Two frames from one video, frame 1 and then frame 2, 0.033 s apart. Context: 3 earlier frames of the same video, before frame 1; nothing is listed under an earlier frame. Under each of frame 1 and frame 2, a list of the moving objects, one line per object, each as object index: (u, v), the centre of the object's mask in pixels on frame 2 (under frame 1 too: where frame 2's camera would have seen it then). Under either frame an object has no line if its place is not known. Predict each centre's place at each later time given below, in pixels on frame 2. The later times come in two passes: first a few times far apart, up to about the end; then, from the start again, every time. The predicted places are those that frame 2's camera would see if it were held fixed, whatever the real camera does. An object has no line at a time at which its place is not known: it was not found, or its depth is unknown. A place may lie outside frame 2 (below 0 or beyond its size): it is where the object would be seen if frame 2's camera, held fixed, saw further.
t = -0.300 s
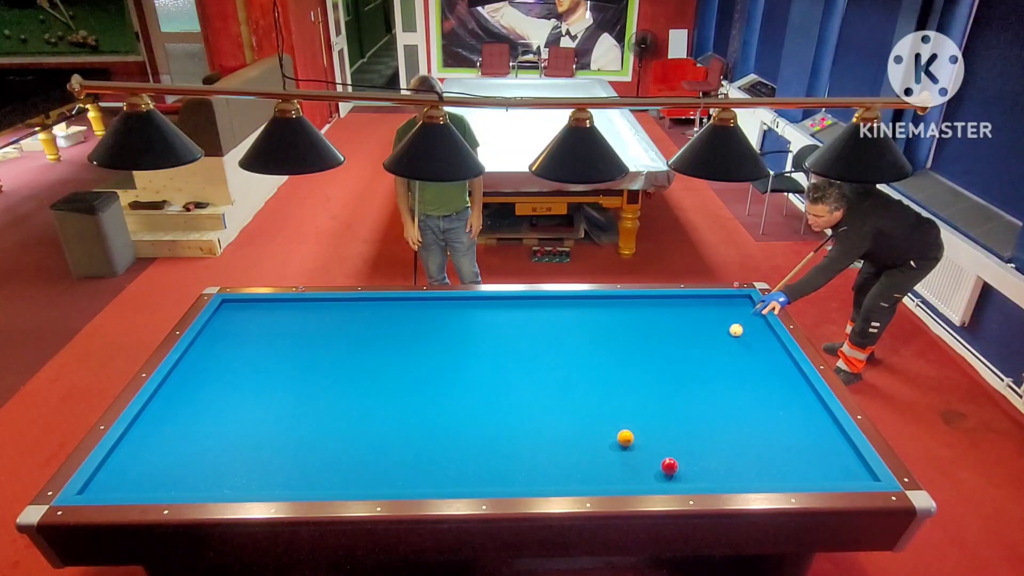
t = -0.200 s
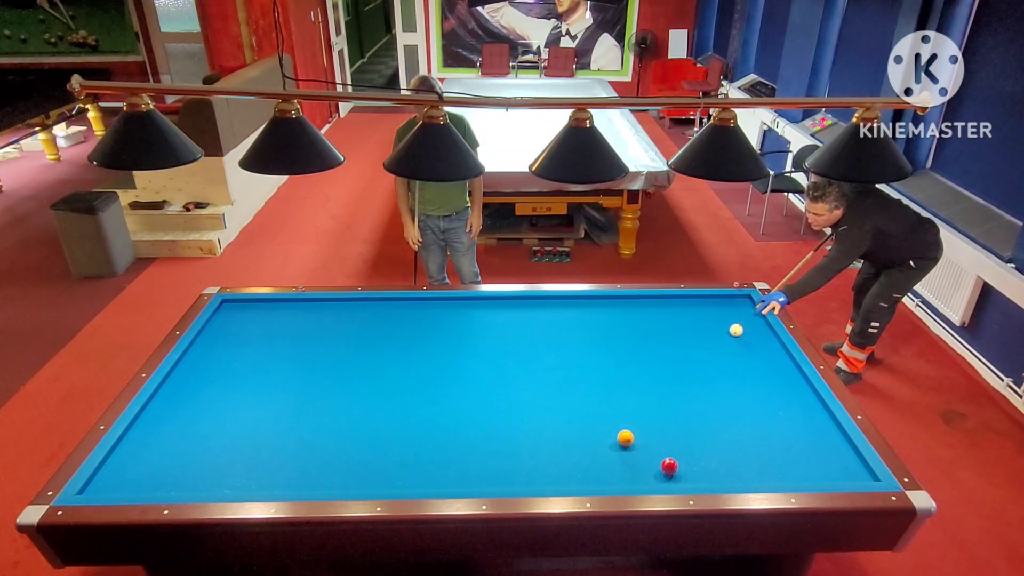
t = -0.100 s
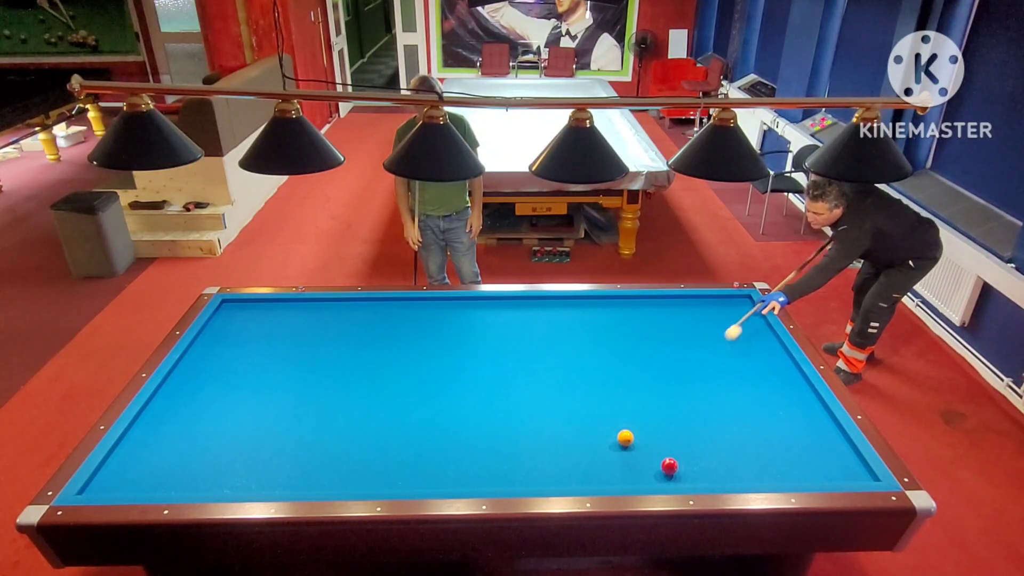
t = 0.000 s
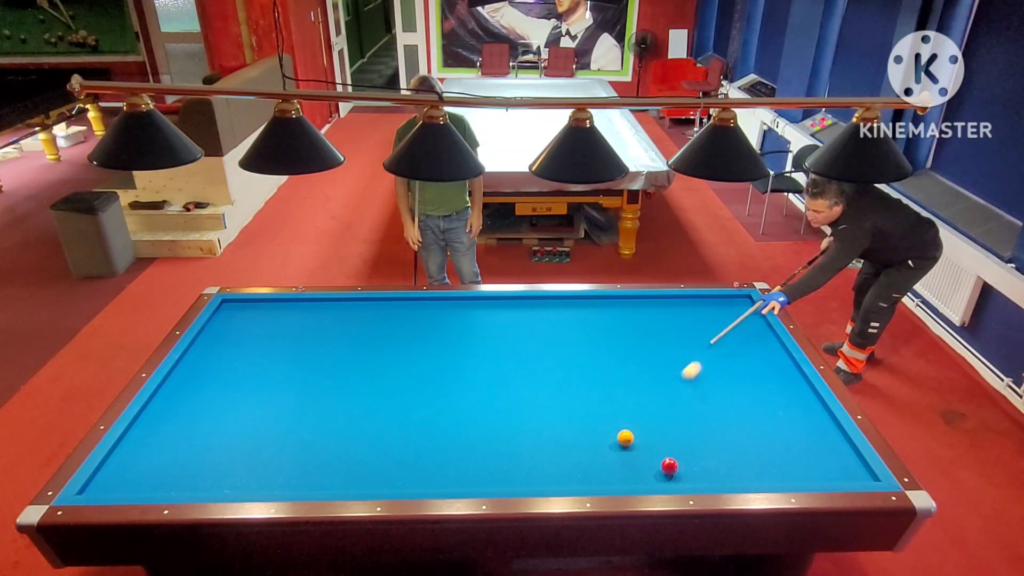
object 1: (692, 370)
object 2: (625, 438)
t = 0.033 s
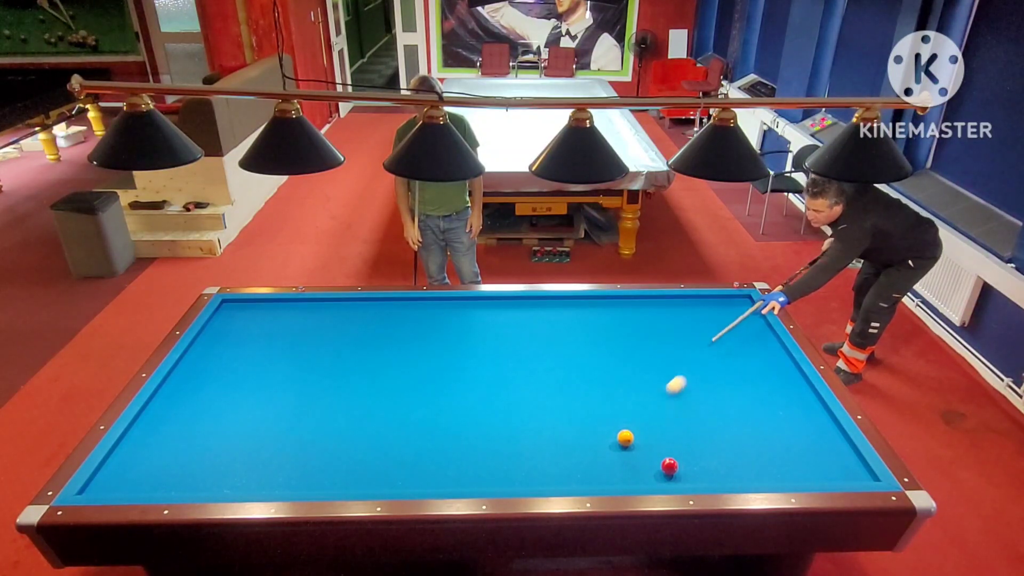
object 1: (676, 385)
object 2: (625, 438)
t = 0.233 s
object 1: (592, 423)
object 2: (599, 465)
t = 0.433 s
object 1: (528, 419)
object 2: (558, 390)
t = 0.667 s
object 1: (456, 416)
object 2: (528, 334)
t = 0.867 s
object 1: (395, 414)
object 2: (510, 300)
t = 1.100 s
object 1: (326, 412)
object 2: (508, 328)
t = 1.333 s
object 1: (257, 410)
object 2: (505, 354)
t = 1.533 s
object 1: (199, 408)
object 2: (503, 377)
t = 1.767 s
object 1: (163, 402)
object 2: (499, 408)
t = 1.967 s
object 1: (211, 386)
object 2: (495, 437)
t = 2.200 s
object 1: (250, 370)
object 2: (491, 475)
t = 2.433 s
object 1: (286, 355)
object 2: (489, 465)
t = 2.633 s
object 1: (314, 344)
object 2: (489, 447)
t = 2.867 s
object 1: (345, 331)
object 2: (488, 428)
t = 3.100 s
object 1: (373, 320)
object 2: (487, 411)
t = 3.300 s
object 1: (396, 310)
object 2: (487, 397)
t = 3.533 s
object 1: (420, 300)
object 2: (486, 383)
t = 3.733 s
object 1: (446, 304)
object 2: (486, 371)
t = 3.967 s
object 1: (475, 308)
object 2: (485, 359)
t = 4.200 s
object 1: (505, 313)
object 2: (485, 347)
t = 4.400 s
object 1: (531, 317)
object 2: (485, 338)
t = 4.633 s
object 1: (562, 322)
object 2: (484, 328)
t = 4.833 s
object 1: (588, 326)
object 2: (484, 321)
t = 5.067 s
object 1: (618, 330)
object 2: (484, 312)
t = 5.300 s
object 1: (649, 335)
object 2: (484, 304)
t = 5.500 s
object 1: (676, 339)
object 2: (483, 301)
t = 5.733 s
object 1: (706, 344)
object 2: (483, 305)
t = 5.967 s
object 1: (738, 349)
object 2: (482, 309)
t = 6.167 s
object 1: (764, 353)
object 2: (482, 312)
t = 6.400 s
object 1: (784, 359)
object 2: (481, 316)
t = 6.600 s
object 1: (778, 369)
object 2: (481, 319)
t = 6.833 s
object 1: (771, 381)
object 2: (480, 322)
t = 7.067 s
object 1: (763, 393)
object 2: (480, 325)
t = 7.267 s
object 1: (757, 404)
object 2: (480, 328)
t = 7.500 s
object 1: (749, 417)
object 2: (480, 331)
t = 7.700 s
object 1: (743, 428)
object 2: (479, 333)
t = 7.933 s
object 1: (735, 442)
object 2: (479, 335)
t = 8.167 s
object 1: (726, 456)
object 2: (479, 338)
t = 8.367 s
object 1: (719, 468)
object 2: (478, 339)
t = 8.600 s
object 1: (706, 476)
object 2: (478, 341)
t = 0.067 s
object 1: (660, 400)
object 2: (625, 438)
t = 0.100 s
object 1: (643, 416)
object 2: (625, 438)
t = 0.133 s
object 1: (626, 426)
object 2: (624, 442)
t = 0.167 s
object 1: (615, 426)
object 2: (616, 463)
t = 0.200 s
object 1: (603, 424)
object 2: (608, 478)
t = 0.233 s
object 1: (592, 423)
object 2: (599, 465)
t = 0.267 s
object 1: (581, 421)
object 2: (591, 450)
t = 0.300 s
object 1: (570, 420)
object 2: (584, 436)
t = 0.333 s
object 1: (559, 420)
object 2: (577, 423)
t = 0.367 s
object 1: (549, 419)
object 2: (570, 411)
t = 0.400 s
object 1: (539, 419)
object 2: (564, 400)
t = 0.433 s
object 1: (528, 419)
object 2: (558, 390)
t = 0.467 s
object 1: (518, 418)
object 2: (553, 380)
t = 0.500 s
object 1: (507, 418)
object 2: (549, 371)
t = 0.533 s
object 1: (497, 418)
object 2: (544, 363)
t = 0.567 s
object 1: (487, 417)
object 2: (540, 355)
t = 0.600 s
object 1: (476, 417)
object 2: (536, 348)
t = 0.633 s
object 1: (466, 416)
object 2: (532, 341)
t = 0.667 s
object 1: (456, 416)
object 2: (528, 334)
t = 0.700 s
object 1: (446, 416)
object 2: (525, 328)
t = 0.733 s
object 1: (436, 415)
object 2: (522, 322)
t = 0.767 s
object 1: (426, 415)
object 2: (519, 316)
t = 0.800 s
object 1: (415, 415)
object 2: (515, 310)
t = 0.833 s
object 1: (405, 414)
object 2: (512, 305)
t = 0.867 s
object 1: (395, 414)
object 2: (510, 300)
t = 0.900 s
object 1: (385, 414)
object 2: (509, 302)
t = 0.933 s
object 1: (375, 413)
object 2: (509, 307)
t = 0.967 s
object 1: (365, 413)
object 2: (509, 311)
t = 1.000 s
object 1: (355, 413)
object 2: (509, 316)
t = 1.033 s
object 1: (346, 412)
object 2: (509, 320)
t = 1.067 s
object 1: (336, 412)
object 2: (508, 324)
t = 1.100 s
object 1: (326, 412)
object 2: (508, 328)
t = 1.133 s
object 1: (316, 411)
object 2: (508, 332)
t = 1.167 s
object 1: (306, 411)
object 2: (508, 336)
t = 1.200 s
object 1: (296, 411)
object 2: (507, 339)
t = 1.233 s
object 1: (286, 411)
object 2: (507, 343)
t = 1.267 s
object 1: (277, 411)
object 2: (506, 347)
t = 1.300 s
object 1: (267, 410)
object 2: (506, 350)
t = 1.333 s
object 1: (257, 410)
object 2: (505, 354)
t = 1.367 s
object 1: (248, 410)
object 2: (505, 358)
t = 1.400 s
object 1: (238, 409)
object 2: (505, 361)
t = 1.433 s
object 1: (228, 409)
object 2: (504, 365)
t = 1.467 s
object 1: (219, 409)
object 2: (503, 369)
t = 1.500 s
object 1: (209, 409)
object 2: (503, 373)
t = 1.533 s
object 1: (199, 408)
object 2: (503, 377)
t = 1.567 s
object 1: (190, 408)
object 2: (502, 381)
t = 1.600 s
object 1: (180, 408)
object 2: (502, 386)
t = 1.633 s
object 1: (171, 408)
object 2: (501, 390)
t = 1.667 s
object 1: (161, 407)
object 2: (500, 394)
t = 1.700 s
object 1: (151, 407)
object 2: (500, 399)
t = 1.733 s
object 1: (154, 405)
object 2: (500, 403)
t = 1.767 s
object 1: (163, 402)
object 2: (499, 408)
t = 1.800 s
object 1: (173, 399)
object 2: (498, 412)
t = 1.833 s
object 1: (182, 397)
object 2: (498, 417)
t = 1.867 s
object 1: (190, 394)
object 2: (497, 422)
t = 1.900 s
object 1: (198, 391)
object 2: (497, 427)
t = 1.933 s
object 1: (205, 389)
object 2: (496, 432)
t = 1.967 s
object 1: (211, 386)
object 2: (495, 437)
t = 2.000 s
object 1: (217, 384)
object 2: (495, 442)
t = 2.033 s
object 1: (223, 381)
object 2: (494, 447)
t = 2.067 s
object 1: (228, 379)
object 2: (494, 452)
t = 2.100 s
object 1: (234, 377)
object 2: (493, 458)
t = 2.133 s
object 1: (239, 375)
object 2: (492, 463)
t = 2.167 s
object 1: (245, 372)
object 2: (492, 469)
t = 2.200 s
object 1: (250, 370)
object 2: (491, 475)
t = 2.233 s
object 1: (256, 368)
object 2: (490, 479)
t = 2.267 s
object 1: (261, 366)
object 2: (490, 482)
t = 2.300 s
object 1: (266, 364)
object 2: (489, 479)
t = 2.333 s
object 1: (271, 362)
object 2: (489, 475)
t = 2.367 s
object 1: (276, 360)
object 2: (489, 471)
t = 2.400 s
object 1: (281, 358)
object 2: (489, 468)
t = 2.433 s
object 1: (286, 355)
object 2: (489, 465)
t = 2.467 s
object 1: (291, 354)
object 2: (489, 462)
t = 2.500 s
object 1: (295, 352)
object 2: (489, 459)
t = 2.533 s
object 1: (300, 350)
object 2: (489, 456)
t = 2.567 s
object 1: (305, 348)
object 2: (489, 453)
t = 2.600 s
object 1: (309, 346)
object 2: (489, 450)
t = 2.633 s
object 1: (314, 344)
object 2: (489, 447)
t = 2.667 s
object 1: (319, 342)
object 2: (489, 444)
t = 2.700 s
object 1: (323, 340)
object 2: (489, 441)
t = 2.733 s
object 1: (328, 338)
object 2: (488, 438)
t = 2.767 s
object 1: (332, 337)
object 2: (488, 436)
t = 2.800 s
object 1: (336, 335)
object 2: (488, 433)
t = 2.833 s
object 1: (341, 333)
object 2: (488, 431)
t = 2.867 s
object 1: (345, 331)
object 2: (488, 428)
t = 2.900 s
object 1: (349, 330)
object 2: (488, 425)
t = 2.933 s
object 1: (353, 328)
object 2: (488, 423)
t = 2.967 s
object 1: (357, 326)
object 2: (488, 420)
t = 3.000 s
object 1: (361, 325)
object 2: (488, 418)
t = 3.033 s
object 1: (365, 323)
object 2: (488, 415)
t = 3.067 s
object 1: (369, 321)
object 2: (488, 413)
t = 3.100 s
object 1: (373, 320)
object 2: (487, 411)
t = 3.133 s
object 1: (377, 318)
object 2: (487, 408)
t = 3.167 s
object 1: (381, 317)
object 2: (487, 406)
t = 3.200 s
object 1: (384, 315)
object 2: (487, 404)
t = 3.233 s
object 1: (388, 313)
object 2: (487, 402)
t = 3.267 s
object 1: (392, 312)
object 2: (487, 399)
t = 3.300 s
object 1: (396, 310)
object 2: (487, 397)
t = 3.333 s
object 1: (399, 309)
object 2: (487, 395)
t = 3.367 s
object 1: (403, 307)
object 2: (487, 393)
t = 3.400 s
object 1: (407, 306)
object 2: (487, 391)
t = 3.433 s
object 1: (410, 305)
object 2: (487, 389)
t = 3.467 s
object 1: (414, 303)
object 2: (487, 387)
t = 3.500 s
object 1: (417, 302)
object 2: (487, 385)
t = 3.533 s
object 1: (420, 300)
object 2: (486, 383)
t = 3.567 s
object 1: (424, 300)
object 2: (486, 381)
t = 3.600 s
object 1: (429, 301)
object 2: (486, 379)
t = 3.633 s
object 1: (433, 302)
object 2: (486, 377)
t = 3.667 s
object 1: (437, 303)
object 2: (486, 375)
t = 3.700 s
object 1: (441, 303)
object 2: (486, 373)
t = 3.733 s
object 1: (446, 304)
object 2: (486, 371)
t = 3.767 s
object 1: (450, 305)
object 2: (486, 369)
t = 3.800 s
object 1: (454, 305)
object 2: (486, 368)
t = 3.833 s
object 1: (458, 306)
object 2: (486, 366)
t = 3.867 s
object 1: (463, 306)
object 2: (486, 364)
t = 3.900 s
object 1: (467, 307)
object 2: (486, 362)
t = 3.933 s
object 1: (471, 308)
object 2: (486, 361)
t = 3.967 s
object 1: (475, 308)
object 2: (485, 359)
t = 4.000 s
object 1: (480, 309)
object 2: (485, 357)
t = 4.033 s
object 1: (484, 310)
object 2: (485, 355)
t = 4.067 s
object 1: (488, 310)
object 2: (485, 354)
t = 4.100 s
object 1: (492, 311)
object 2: (485, 352)
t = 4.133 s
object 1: (497, 312)
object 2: (485, 351)
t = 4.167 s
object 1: (501, 312)
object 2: (485, 349)
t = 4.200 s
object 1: (505, 313)
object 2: (485, 347)
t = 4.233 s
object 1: (510, 314)
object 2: (485, 346)
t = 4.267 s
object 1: (514, 314)
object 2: (485, 344)
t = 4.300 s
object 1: (518, 315)
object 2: (485, 343)
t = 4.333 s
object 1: (523, 316)
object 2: (485, 341)
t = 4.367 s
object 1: (527, 316)
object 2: (485, 340)
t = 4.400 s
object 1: (531, 317)
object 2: (485, 338)
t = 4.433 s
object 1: (536, 318)
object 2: (485, 337)
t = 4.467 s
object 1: (540, 318)
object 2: (485, 335)
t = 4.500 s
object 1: (544, 319)
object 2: (485, 334)
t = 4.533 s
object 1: (548, 320)
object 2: (485, 333)
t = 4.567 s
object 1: (553, 320)
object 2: (484, 331)
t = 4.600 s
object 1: (557, 321)
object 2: (485, 330)
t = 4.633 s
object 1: (562, 322)
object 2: (484, 328)
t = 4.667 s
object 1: (566, 322)
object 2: (484, 327)
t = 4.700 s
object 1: (570, 323)
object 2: (484, 326)
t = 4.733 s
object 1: (575, 324)
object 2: (484, 324)
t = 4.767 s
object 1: (579, 324)
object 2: (484, 323)
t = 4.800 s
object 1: (583, 325)
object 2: (484, 322)
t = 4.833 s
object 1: (588, 326)
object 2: (484, 321)
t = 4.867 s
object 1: (592, 326)
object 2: (484, 319)
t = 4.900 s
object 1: (596, 327)
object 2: (484, 318)
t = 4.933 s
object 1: (601, 328)
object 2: (484, 317)
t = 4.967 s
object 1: (605, 328)
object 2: (484, 316)
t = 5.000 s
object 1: (610, 329)
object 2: (484, 314)
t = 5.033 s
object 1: (614, 330)
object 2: (484, 313)
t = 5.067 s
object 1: (618, 330)
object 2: (484, 312)
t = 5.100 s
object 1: (623, 331)
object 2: (484, 311)
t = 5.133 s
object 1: (627, 332)
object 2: (484, 310)
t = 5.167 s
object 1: (632, 332)
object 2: (484, 309)
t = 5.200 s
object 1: (636, 333)
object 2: (484, 308)
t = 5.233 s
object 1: (640, 334)
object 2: (484, 306)
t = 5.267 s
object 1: (645, 334)
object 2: (484, 305)
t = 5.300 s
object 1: (649, 335)
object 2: (484, 304)
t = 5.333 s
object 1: (654, 336)
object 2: (484, 303)
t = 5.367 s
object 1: (658, 336)
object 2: (483, 302)
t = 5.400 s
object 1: (662, 337)
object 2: (484, 301)
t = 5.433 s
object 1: (667, 338)
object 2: (483, 300)
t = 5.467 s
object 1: (671, 338)
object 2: (483, 300)
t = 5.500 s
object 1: (676, 339)
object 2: (483, 301)
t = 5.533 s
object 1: (680, 340)
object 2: (483, 301)
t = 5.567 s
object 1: (684, 340)
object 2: (483, 302)
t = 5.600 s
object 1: (689, 341)
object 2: (483, 302)
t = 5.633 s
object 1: (693, 342)
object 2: (483, 303)
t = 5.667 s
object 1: (698, 342)
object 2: (483, 303)
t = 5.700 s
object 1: (702, 343)
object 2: (483, 304)
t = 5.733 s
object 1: (706, 344)
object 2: (483, 305)
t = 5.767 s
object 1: (711, 345)
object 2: (483, 305)
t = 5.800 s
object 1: (715, 345)
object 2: (482, 306)
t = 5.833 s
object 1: (720, 346)
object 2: (482, 306)
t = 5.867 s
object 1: (724, 347)
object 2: (482, 307)
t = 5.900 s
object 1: (729, 347)
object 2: (482, 307)
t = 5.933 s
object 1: (733, 348)
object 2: (482, 308)
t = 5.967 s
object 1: (738, 349)
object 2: (482, 309)
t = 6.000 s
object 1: (742, 349)
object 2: (482, 309)
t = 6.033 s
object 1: (746, 350)
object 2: (482, 310)
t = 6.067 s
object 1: (751, 351)
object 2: (482, 310)
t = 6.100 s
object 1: (755, 351)
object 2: (482, 311)
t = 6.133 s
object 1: (760, 352)
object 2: (482, 311)
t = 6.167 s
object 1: (764, 353)
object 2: (482, 312)
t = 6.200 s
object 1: (769, 353)
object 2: (482, 313)
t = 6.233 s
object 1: (773, 354)
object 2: (481, 313)
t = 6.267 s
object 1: (778, 355)
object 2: (481, 314)
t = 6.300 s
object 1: (782, 355)
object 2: (481, 314)
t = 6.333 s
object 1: (786, 356)
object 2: (481, 315)
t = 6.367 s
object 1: (786, 358)
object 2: (481, 315)
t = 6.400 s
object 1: (784, 359)
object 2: (481, 316)
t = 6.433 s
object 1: (782, 361)
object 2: (481, 316)
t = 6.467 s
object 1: (781, 363)
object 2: (481, 317)
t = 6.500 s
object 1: (780, 364)
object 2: (481, 317)
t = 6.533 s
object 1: (779, 366)
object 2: (481, 318)
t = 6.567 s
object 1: (778, 368)
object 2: (481, 318)
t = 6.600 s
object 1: (778, 369)
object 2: (481, 319)
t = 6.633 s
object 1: (777, 371)
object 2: (481, 319)
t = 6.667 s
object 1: (776, 373)
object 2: (481, 320)
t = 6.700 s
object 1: (774, 374)
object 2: (481, 320)
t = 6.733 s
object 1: (773, 376)
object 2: (481, 321)
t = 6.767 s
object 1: (772, 378)
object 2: (481, 321)
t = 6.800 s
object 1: (771, 380)
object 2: (480, 322)
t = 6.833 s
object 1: (771, 381)
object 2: (480, 322)
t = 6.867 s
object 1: (770, 383)
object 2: (480, 323)
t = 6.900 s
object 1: (769, 385)
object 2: (480, 323)
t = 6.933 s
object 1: (767, 386)
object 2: (480, 324)
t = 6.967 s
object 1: (766, 388)
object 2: (480, 324)
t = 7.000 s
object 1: (765, 390)
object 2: (480, 324)
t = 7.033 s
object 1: (764, 392)
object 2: (480, 325)
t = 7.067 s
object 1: (763, 393)
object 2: (480, 325)
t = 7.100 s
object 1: (762, 395)
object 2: (480, 326)
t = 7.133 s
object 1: (761, 397)
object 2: (480, 326)
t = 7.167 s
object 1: (760, 399)
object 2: (480, 327)
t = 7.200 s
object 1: (759, 400)
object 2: (480, 327)
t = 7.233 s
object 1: (758, 402)
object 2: (480, 327)
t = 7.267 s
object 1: (757, 404)
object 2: (480, 328)
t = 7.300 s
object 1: (756, 406)
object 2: (480, 328)
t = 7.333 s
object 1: (755, 408)
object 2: (480, 329)
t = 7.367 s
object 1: (754, 410)
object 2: (480, 329)
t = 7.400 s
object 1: (752, 412)
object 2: (480, 330)
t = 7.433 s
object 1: (751, 414)
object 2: (480, 330)
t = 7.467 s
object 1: (750, 415)
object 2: (480, 330)
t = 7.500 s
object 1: (749, 417)
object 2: (480, 331)
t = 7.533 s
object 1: (748, 419)
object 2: (479, 331)
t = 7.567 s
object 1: (747, 421)
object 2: (479, 332)
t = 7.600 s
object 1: (746, 423)
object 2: (479, 332)
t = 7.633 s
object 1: (745, 424)
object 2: (479, 332)
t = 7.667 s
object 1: (744, 426)
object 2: (479, 333)
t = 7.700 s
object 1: (743, 428)
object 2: (479, 333)
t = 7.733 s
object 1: (741, 430)
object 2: (479, 333)
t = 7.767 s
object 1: (740, 432)
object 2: (479, 334)
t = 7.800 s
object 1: (739, 434)
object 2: (479, 334)
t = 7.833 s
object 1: (738, 436)
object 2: (479, 335)
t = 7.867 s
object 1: (737, 438)
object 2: (479, 335)
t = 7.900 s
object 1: (736, 440)
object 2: (479, 335)
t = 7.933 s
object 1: (735, 442)
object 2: (479, 335)
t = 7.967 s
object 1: (733, 444)
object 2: (479, 336)
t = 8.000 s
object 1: (732, 446)
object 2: (479, 336)
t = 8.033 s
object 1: (731, 448)
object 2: (479, 336)
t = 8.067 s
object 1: (730, 450)
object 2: (479, 337)
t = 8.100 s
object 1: (729, 452)
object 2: (479, 337)
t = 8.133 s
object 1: (727, 454)
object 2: (479, 337)
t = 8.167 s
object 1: (726, 456)
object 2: (479, 338)
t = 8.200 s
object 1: (725, 458)
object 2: (478, 338)
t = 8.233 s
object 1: (724, 460)
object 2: (478, 338)
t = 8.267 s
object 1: (723, 462)
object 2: (478, 338)
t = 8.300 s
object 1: (721, 464)
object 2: (478, 339)
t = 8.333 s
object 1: (720, 466)
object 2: (478, 339)
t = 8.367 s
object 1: (719, 468)
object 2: (478, 339)
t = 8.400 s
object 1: (718, 470)
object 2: (478, 340)
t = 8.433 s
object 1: (716, 472)
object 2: (478, 340)
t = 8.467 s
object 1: (715, 474)
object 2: (478, 340)
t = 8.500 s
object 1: (714, 476)
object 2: (478, 341)
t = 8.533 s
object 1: (712, 477)
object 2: (478, 341)
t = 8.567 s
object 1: (710, 477)
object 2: (478, 341)
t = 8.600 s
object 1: (706, 476)
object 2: (478, 341)
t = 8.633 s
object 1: (704, 476)
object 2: (478, 341)
